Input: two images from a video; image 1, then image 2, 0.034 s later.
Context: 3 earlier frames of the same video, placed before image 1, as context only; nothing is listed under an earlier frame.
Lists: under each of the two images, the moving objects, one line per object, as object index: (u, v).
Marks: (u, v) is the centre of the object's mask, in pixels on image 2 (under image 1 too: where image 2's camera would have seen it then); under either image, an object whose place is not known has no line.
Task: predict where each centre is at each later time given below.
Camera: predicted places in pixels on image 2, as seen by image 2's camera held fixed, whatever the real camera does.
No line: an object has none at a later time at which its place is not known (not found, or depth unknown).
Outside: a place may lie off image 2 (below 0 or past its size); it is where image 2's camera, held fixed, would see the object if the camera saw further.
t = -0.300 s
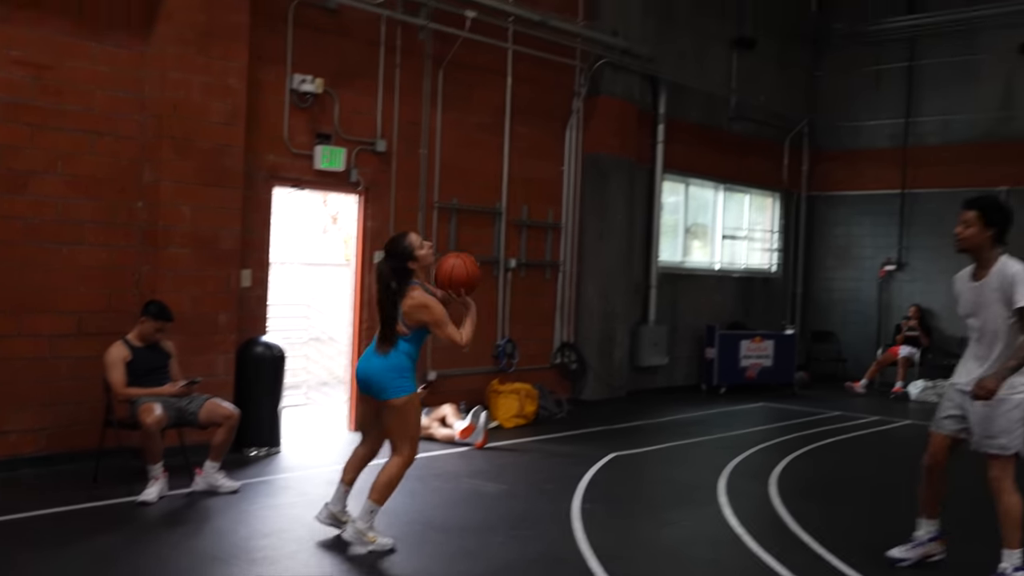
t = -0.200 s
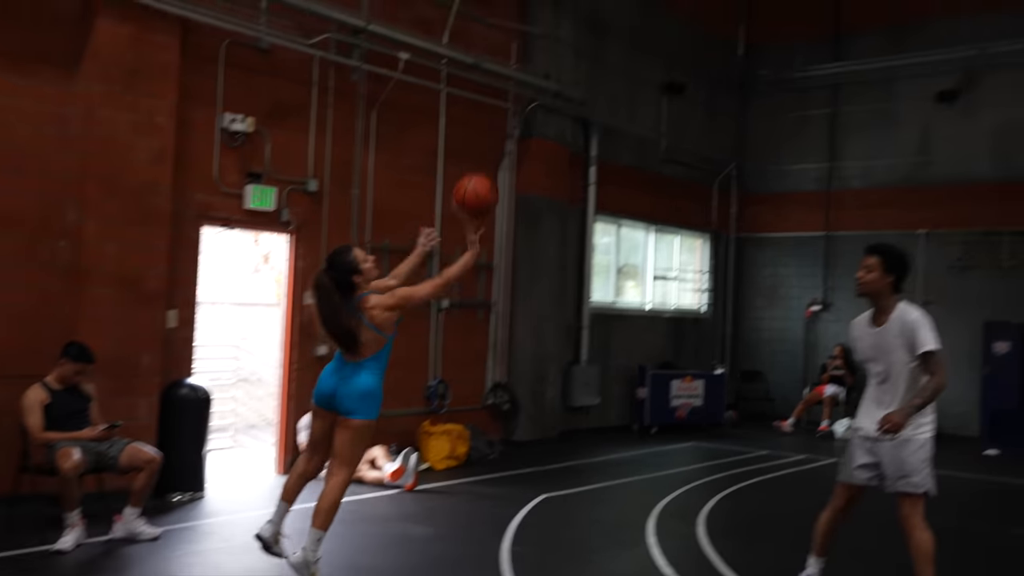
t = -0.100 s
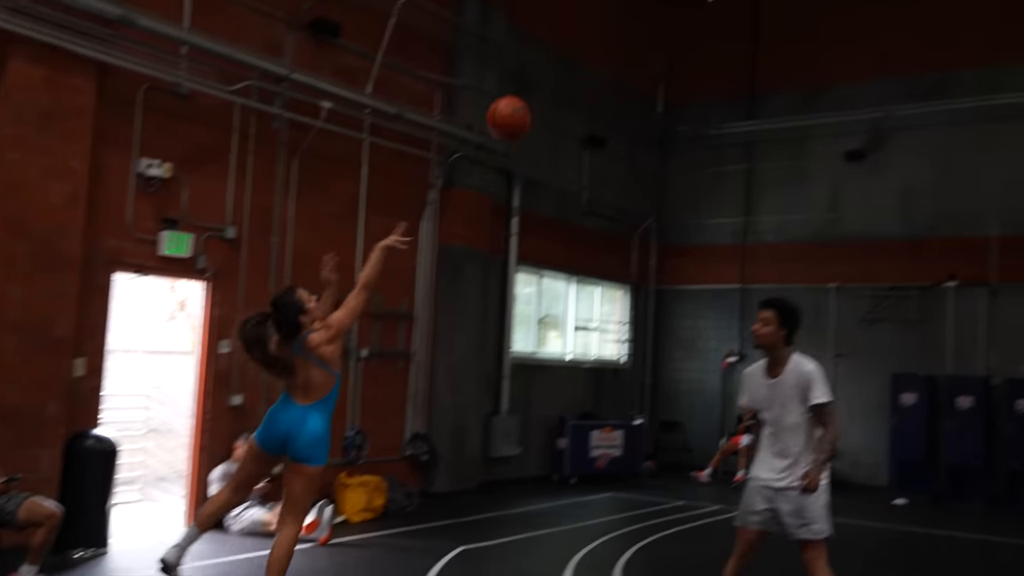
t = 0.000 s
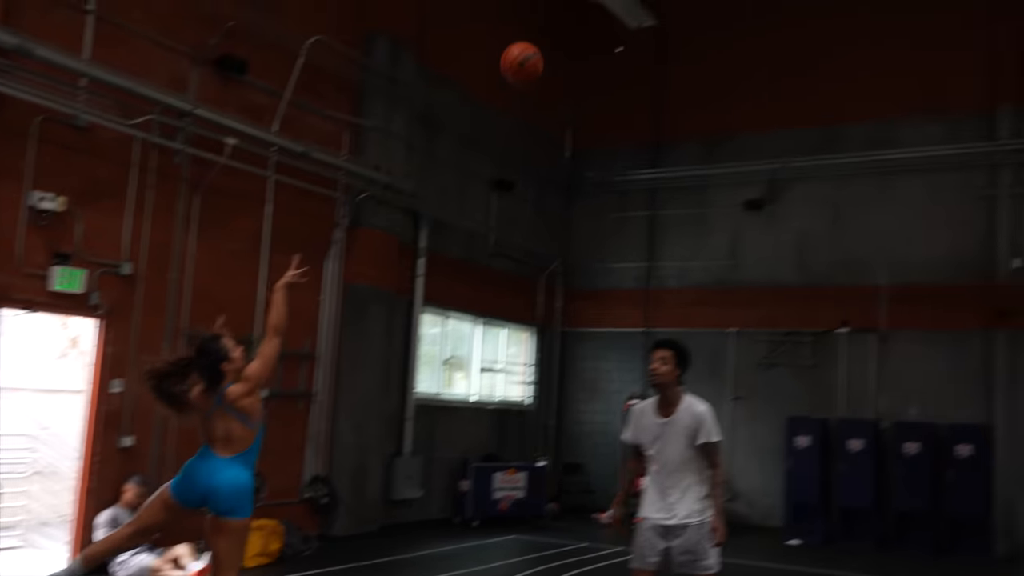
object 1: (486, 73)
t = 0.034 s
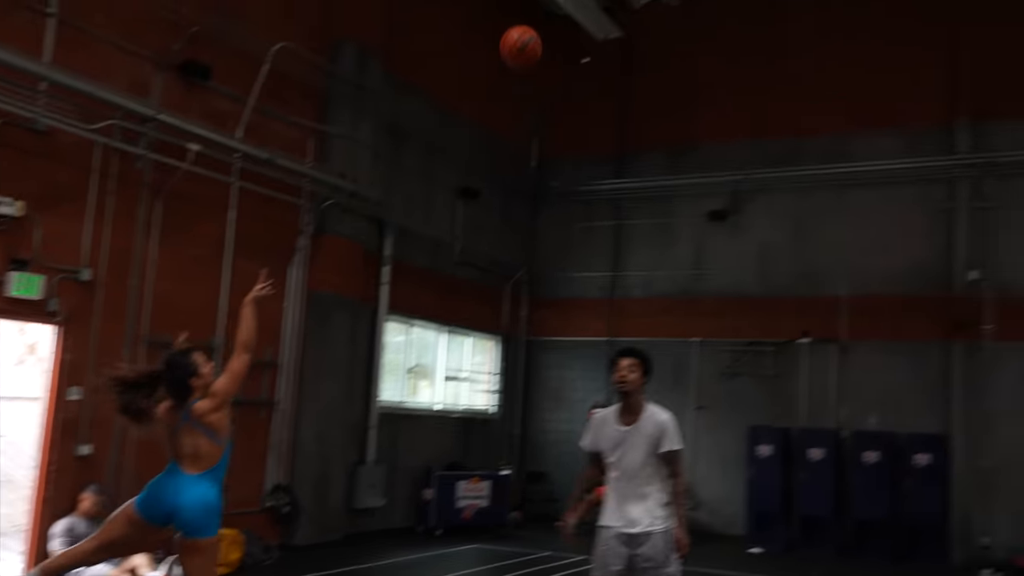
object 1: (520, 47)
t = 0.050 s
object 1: (537, 35)
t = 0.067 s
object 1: (554, 23)
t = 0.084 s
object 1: (570, 11)
